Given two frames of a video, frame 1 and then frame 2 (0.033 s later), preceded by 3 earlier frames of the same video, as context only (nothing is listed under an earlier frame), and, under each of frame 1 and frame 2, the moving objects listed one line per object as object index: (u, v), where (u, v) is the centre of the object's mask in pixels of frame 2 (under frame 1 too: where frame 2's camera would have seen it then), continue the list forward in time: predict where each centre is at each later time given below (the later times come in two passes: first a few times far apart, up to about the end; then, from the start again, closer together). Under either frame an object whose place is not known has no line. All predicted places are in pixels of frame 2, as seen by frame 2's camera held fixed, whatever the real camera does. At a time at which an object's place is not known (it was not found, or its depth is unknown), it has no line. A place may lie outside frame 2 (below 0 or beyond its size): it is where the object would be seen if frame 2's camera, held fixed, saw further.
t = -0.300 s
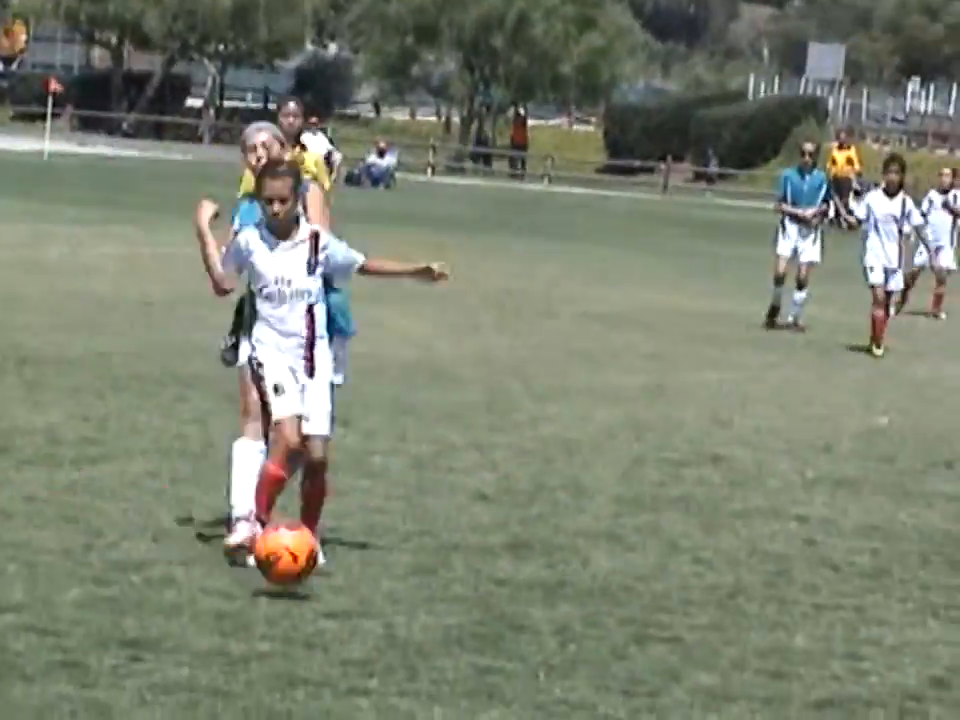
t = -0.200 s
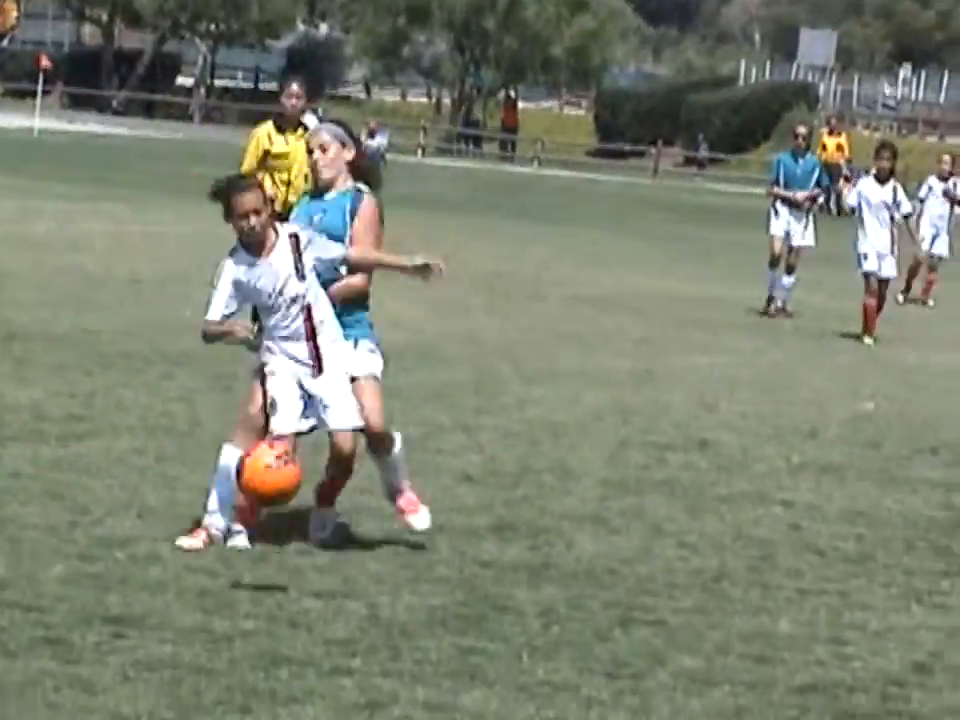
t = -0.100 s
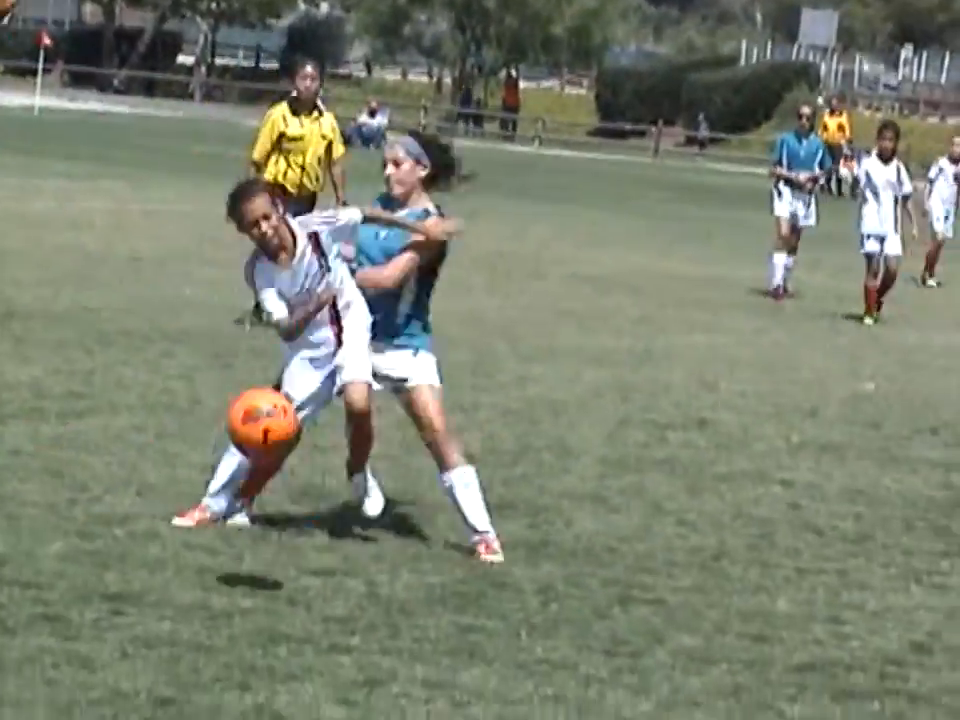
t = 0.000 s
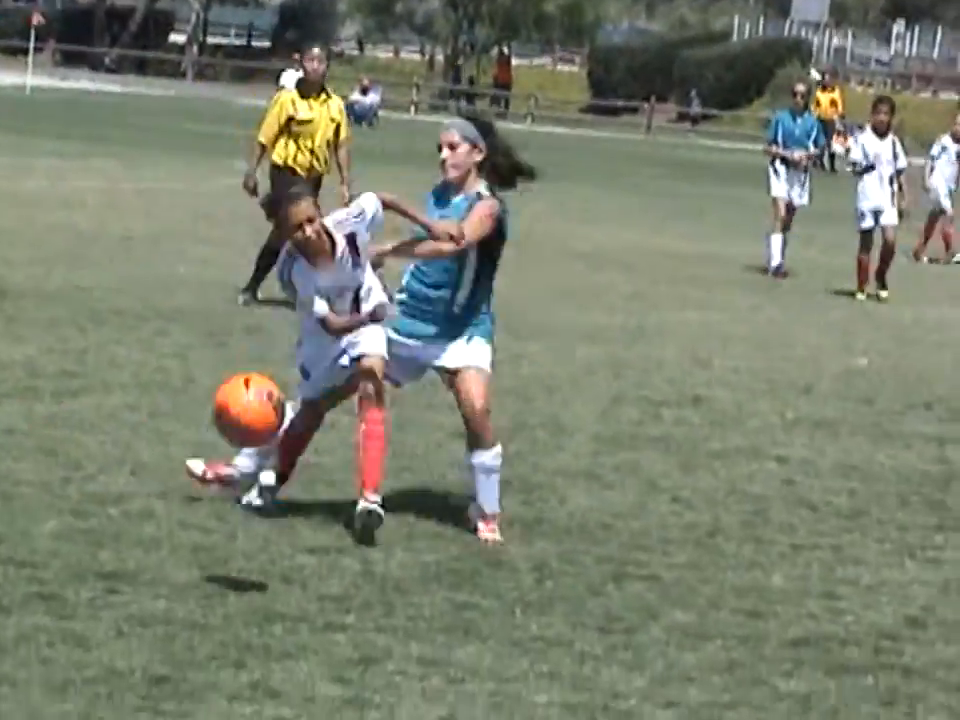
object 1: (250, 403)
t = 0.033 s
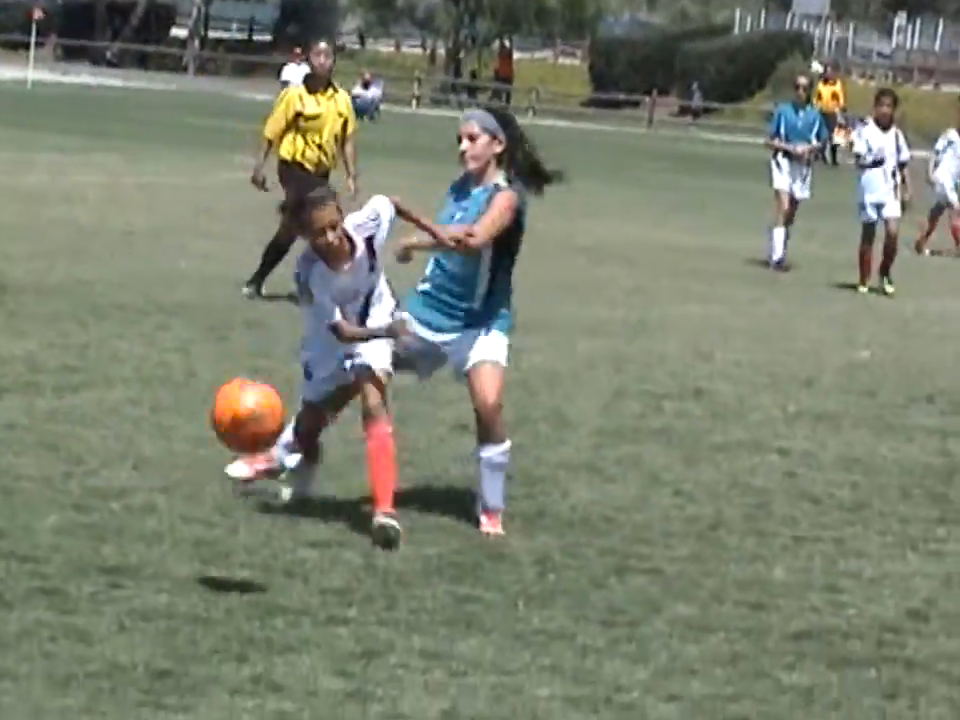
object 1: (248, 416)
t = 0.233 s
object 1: (224, 582)
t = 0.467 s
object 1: (215, 615)
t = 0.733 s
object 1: (206, 741)
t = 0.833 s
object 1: (213, 763)
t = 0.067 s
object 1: (244, 432)
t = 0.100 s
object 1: (240, 451)
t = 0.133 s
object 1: (236, 476)
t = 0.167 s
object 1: (232, 505)
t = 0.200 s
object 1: (228, 540)
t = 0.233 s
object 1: (224, 582)
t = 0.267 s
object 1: (218, 626)
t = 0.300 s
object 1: (217, 632)
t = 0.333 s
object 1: (217, 620)
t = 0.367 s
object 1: (216, 611)
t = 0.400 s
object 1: (217, 607)
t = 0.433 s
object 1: (216, 609)
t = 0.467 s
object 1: (215, 615)
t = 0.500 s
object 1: (213, 627)
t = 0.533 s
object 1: (212, 643)
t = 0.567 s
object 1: (210, 668)
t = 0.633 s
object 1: (204, 718)
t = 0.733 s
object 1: (206, 741)
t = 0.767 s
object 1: (209, 745)
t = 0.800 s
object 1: (211, 754)
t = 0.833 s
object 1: (213, 763)
